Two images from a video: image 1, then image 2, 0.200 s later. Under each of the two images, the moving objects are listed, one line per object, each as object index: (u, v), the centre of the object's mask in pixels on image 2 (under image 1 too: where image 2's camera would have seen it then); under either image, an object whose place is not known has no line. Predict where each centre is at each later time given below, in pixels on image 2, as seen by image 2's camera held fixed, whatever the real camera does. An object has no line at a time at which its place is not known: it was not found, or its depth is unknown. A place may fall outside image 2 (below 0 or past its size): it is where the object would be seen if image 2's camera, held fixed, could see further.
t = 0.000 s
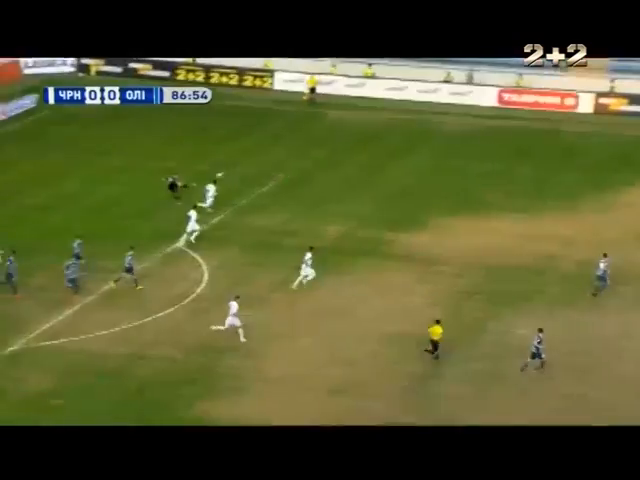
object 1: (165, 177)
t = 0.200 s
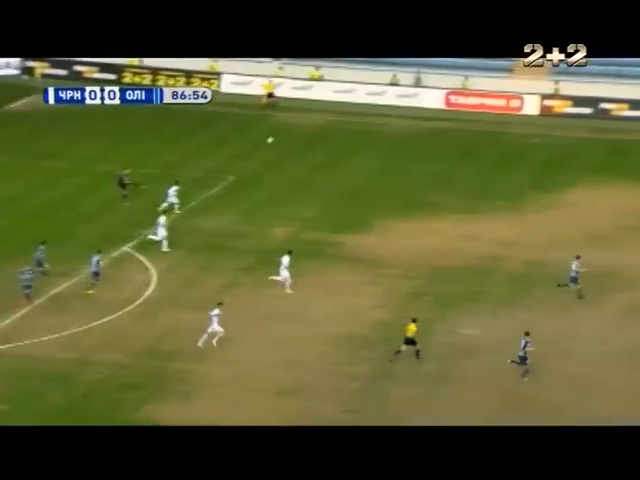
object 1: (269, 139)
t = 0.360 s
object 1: (356, 118)
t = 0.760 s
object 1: (574, 97)
